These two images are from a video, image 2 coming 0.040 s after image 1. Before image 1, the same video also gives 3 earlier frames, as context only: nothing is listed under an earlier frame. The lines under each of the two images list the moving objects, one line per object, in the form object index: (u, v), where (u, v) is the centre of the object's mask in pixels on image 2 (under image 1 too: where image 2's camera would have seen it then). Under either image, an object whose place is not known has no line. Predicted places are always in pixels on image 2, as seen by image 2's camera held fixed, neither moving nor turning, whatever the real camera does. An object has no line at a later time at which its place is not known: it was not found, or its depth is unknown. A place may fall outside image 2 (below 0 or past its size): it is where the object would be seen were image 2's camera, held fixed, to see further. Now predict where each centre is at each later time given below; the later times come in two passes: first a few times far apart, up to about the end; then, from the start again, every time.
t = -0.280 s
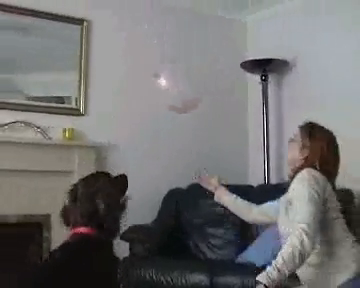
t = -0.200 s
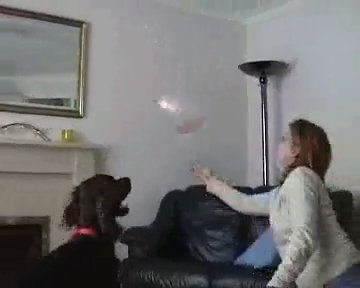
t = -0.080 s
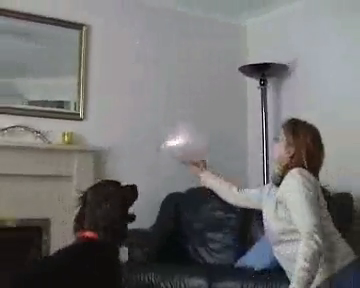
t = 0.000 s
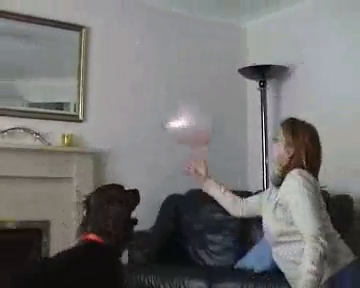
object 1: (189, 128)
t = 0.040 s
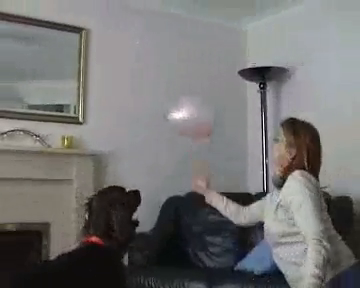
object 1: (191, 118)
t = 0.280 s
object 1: (202, 73)
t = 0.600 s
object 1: (214, 74)
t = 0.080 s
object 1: (193, 108)
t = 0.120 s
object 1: (195, 99)
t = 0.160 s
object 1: (197, 91)
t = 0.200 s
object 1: (199, 84)
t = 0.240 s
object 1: (200, 78)
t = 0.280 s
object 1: (202, 73)
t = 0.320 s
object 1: (205, 69)
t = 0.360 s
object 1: (206, 67)
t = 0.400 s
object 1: (207, 65)
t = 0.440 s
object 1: (210, 64)
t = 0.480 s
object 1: (211, 64)
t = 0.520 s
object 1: (213, 66)
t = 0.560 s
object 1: (214, 70)
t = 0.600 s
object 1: (214, 74)
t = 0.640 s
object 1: (215, 78)
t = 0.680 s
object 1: (218, 86)
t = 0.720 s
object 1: (216, 93)
